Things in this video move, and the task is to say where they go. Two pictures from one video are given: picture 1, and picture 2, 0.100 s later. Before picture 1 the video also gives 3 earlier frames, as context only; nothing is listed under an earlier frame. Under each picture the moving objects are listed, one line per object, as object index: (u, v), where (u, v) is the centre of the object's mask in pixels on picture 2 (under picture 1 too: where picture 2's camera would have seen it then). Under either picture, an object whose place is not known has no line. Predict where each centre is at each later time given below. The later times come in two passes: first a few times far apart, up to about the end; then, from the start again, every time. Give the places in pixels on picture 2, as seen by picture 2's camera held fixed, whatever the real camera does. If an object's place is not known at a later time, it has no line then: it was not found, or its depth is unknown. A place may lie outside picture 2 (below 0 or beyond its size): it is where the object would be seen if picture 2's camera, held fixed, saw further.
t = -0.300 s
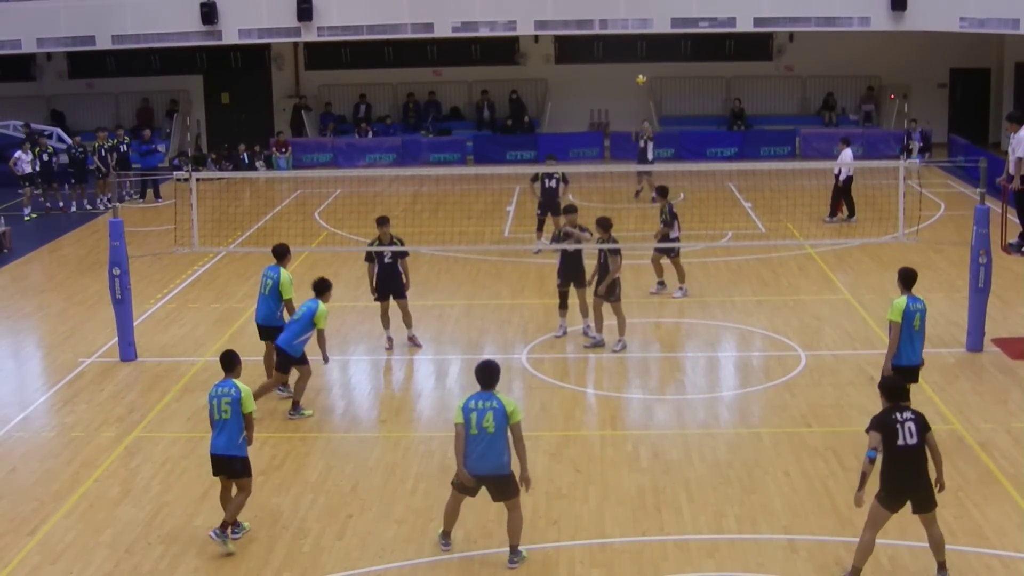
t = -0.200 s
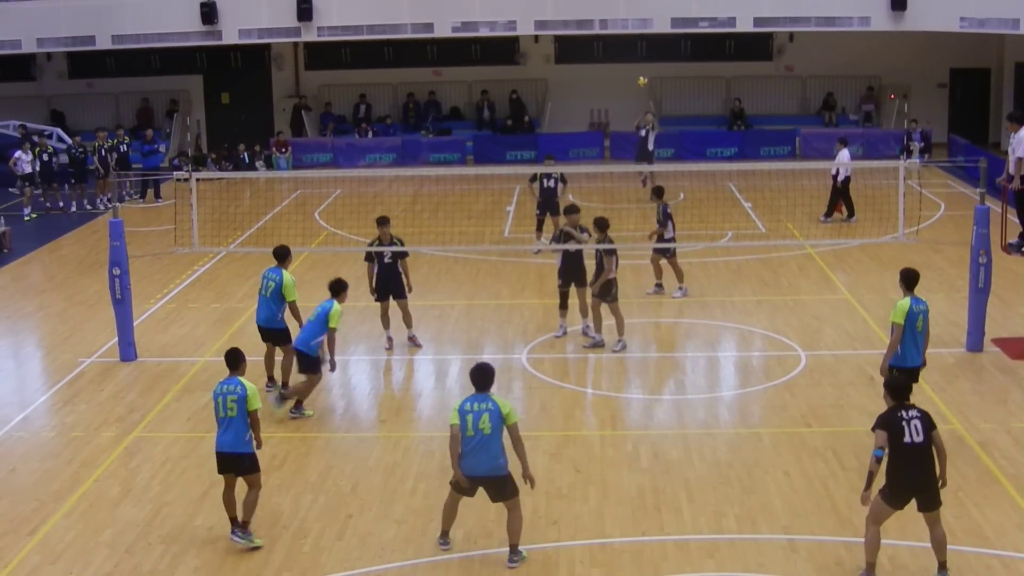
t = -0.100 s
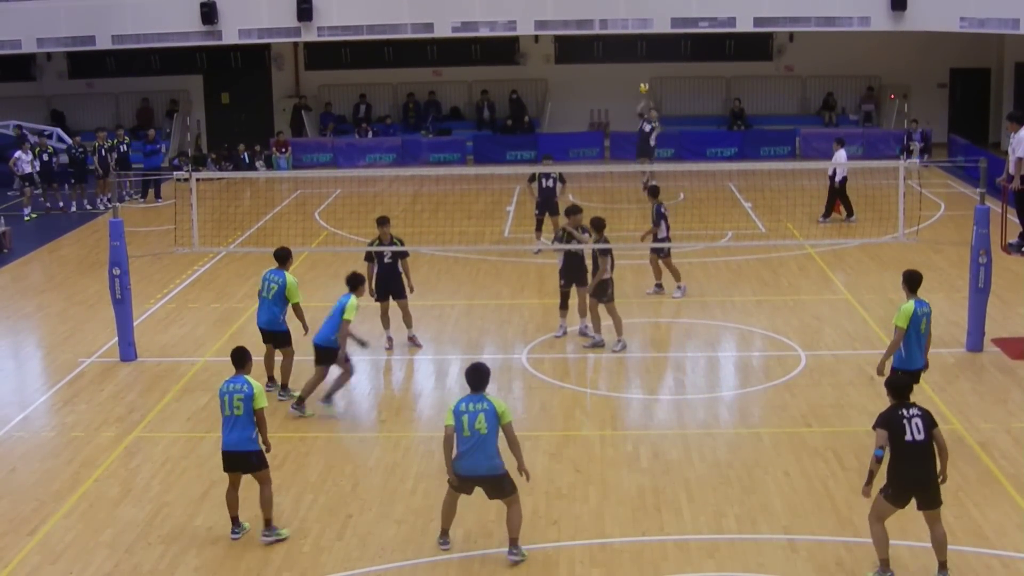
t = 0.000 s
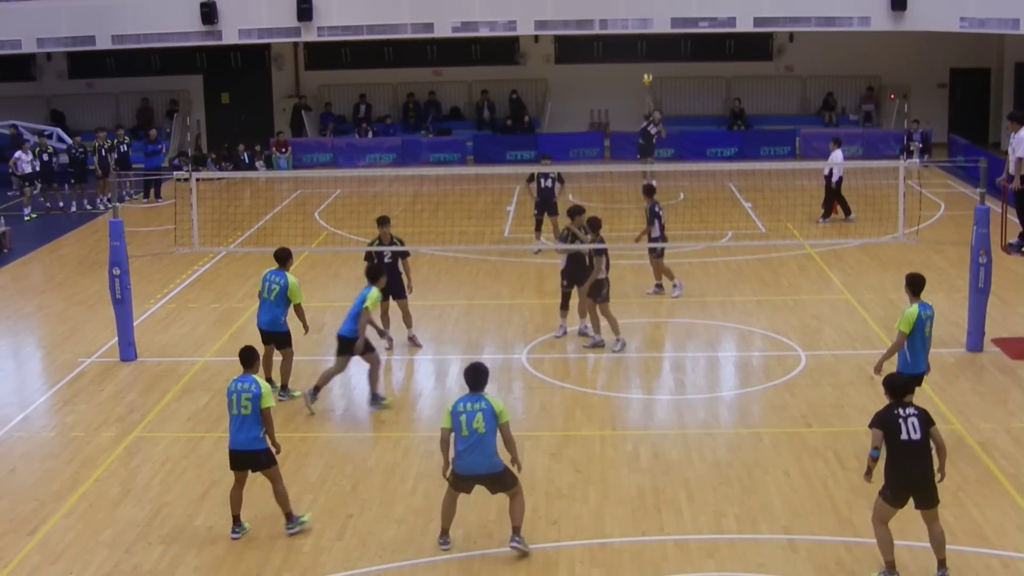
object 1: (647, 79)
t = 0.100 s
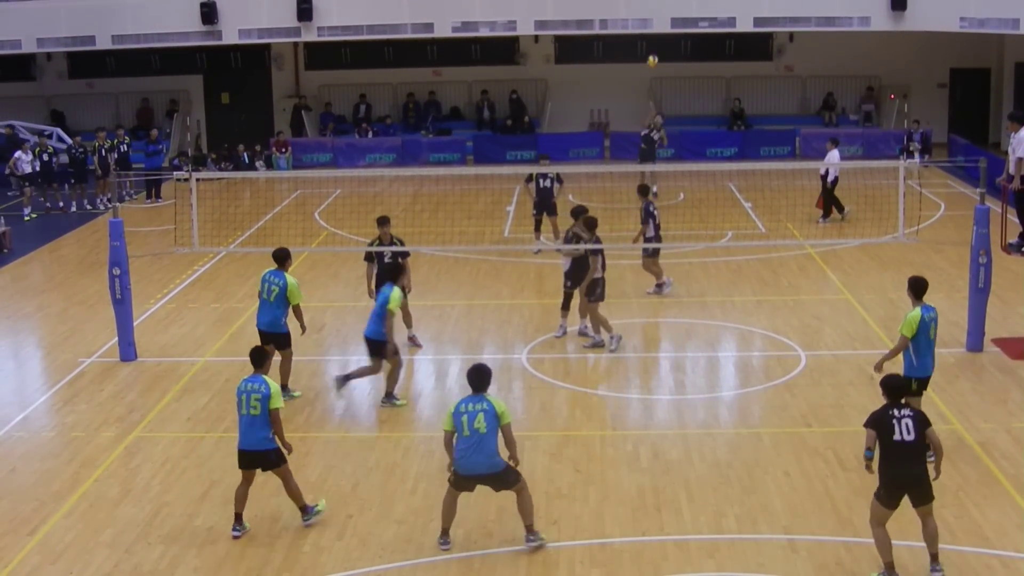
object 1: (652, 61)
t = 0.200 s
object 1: (658, 49)
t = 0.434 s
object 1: (676, 45)
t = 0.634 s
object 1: (691, 69)
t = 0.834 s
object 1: (703, 128)
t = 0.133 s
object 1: (654, 56)
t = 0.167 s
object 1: (656, 52)
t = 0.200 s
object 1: (658, 49)
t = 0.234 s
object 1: (661, 46)
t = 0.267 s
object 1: (663, 45)
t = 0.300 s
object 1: (666, 43)
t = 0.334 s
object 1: (668, 43)
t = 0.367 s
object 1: (671, 43)
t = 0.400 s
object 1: (673, 43)
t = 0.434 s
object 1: (676, 45)
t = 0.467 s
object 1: (679, 47)
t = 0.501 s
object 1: (682, 49)
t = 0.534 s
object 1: (684, 53)
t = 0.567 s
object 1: (687, 57)
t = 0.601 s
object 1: (689, 63)
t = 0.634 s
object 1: (691, 69)
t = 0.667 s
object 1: (693, 77)
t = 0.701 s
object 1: (695, 85)
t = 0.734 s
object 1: (697, 94)
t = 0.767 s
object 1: (699, 104)
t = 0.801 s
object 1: (701, 116)
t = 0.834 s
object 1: (703, 128)
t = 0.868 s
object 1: (706, 142)
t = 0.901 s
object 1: (709, 155)
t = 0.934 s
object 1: (713, 172)
